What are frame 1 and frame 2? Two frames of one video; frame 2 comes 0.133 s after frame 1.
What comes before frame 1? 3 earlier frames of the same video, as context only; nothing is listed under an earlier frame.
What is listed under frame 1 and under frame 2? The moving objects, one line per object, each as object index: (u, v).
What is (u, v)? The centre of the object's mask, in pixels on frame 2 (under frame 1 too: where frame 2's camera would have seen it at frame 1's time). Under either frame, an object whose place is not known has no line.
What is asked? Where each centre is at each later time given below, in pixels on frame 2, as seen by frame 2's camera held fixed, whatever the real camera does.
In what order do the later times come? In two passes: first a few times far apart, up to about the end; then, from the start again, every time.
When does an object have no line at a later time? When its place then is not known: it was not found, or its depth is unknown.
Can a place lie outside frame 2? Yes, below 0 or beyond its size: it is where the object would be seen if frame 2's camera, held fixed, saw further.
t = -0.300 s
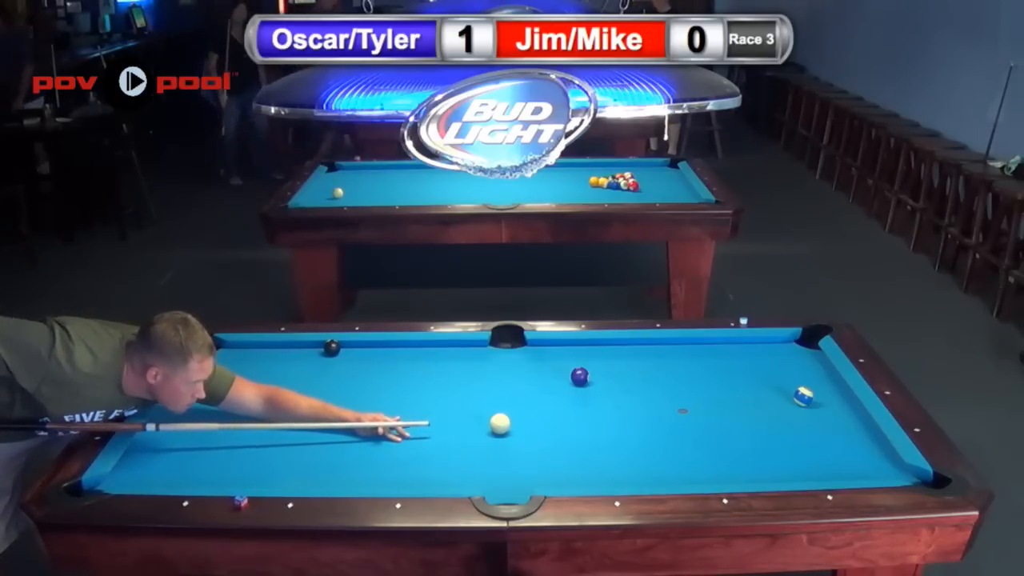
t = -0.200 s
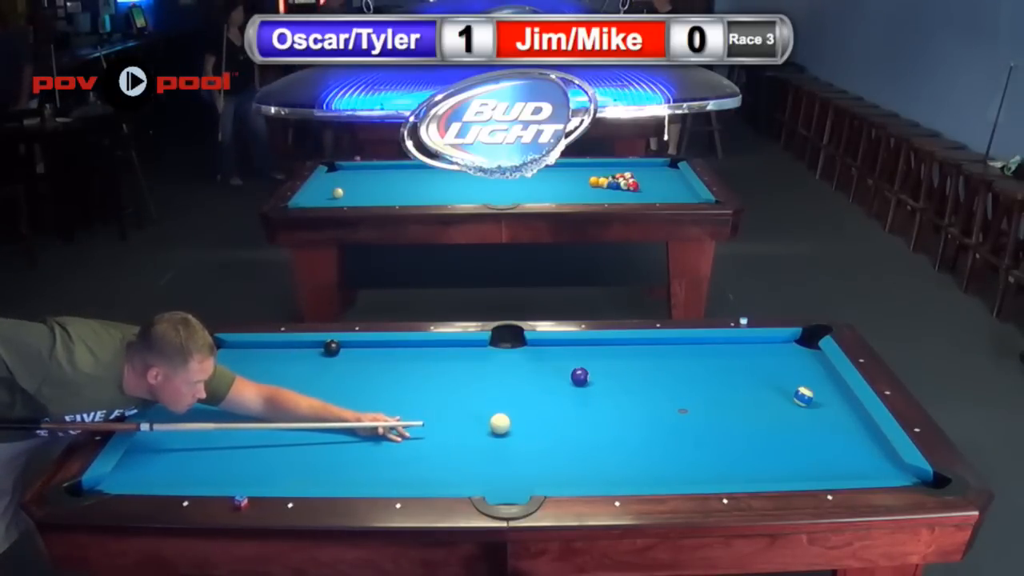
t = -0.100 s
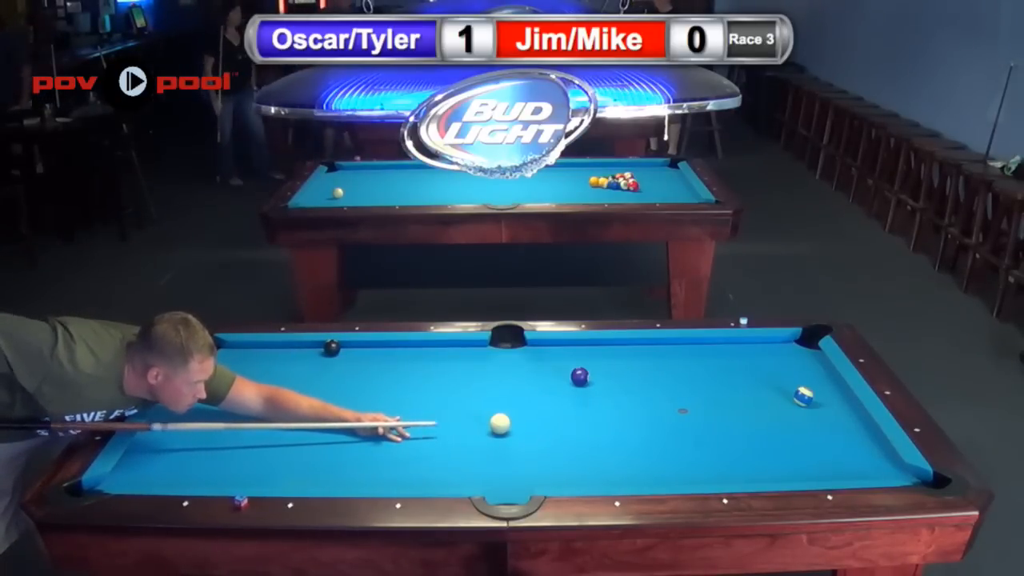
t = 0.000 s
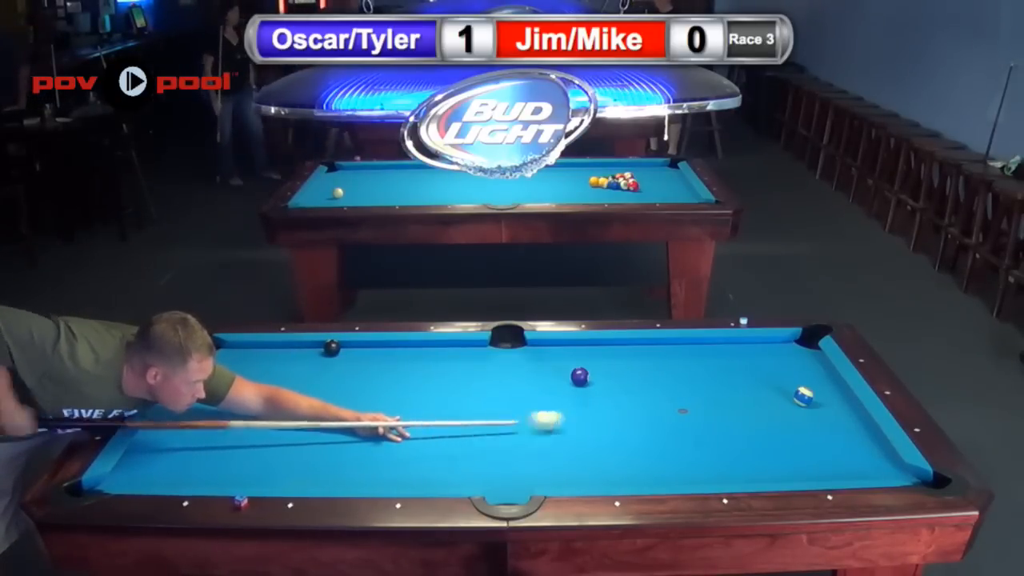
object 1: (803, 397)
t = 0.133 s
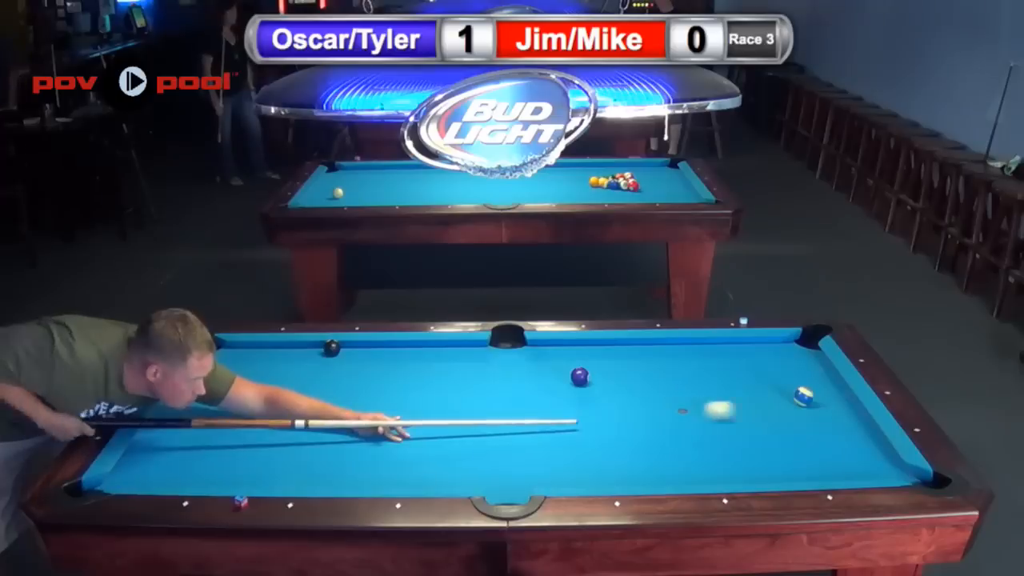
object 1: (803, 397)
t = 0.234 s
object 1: (803, 397)
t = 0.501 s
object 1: (721, 376)
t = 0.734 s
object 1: (651, 358)
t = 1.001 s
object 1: (583, 346)
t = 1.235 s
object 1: (540, 356)
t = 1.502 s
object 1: (493, 367)
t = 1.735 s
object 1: (452, 378)
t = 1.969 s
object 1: (410, 388)
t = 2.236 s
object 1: (361, 399)
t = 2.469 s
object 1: (318, 410)
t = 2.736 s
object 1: (270, 420)
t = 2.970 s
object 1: (227, 432)
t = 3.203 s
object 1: (186, 441)
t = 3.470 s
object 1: (143, 449)
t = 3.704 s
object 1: (147, 456)
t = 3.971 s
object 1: (164, 464)
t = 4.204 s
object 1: (179, 471)
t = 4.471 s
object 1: (196, 476)
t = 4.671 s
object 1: (206, 478)
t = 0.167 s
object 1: (803, 397)
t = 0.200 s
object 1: (804, 393)
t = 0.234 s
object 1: (803, 397)
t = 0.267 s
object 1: (803, 397)
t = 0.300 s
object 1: (802, 396)
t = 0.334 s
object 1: (788, 393)
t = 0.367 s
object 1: (773, 389)
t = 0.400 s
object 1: (758, 385)
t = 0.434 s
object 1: (745, 382)
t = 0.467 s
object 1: (734, 378)
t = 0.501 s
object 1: (721, 376)
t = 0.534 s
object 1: (713, 374)
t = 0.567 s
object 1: (701, 370)
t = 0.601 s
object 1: (693, 370)
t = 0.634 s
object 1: (681, 365)
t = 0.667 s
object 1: (670, 363)
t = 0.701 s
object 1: (662, 360)
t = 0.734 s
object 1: (651, 358)
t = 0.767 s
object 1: (642, 356)
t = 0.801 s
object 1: (632, 352)
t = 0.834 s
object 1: (622, 351)
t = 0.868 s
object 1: (614, 348)
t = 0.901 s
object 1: (603, 345)
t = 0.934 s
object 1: (595, 344)
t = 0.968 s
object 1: (587, 345)
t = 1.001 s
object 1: (583, 346)
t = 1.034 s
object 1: (577, 347)
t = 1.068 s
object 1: (571, 349)
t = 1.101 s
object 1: (566, 350)
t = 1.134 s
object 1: (558, 351)
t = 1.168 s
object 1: (554, 353)
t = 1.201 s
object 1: (547, 354)
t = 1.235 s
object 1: (540, 356)
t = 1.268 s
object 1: (537, 357)
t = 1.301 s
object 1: (529, 358)
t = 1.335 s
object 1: (523, 361)
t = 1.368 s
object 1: (518, 362)
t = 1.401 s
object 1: (511, 363)
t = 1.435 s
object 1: (506, 365)
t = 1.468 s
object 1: (500, 366)
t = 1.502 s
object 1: (493, 367)
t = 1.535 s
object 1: (488, 369)
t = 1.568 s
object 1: (482, 370)
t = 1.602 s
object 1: (475, 372)
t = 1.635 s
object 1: (470, 374)
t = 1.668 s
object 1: (464, 374)
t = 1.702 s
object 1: (456, 376)
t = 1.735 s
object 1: (452, 378)
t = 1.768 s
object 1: (446, 378)
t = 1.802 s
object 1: (439, 380)
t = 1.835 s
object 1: (434, 382)
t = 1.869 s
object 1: (428, 382)
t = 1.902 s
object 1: (421, 384)
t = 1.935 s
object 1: (415, 387)
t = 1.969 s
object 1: (410, 388)
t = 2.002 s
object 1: (404, 388)
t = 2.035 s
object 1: (396, 391)
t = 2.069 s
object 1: (392, 392)
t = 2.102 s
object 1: (385, 394)
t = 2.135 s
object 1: (378, 395)
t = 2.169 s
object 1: (373, 397)
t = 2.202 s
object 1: (367, 398)
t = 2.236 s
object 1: (361, 399)
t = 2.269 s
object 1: (353, 401)
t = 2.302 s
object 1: (348, 403)
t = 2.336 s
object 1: (342, 404)
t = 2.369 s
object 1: (336, 404)
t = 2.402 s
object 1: (329, 408)
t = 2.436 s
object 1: (324, 409)
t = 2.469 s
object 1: (318, 410)
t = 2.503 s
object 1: (311, 411)
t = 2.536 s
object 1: (305, 414)
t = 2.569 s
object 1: (301, 413)
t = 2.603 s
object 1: (293, 416)
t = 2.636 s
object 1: (287, 417)
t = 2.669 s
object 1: (280, 420)
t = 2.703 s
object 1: (275, 420)
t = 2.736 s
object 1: (270, 420)
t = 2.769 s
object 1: (263, 422)
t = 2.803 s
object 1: (256, 425)
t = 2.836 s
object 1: (252, 426)
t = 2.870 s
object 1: (245, 427)
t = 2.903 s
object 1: (240, 427)
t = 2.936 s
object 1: (234, 429)
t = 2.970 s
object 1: (227, 432)
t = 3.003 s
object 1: (221, 433)
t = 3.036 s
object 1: (215, 434)
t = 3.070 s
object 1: (210, 435)
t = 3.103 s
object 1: (204, 436)
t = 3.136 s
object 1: (200, 437)
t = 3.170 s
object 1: (192, 439)
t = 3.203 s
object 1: (186, 441)
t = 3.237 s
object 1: (181, 442)
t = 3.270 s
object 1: (174, 444)
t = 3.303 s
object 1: (171, 444)
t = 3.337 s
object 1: (165, 445)
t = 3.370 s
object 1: (160, 445)
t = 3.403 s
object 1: (154, 446)
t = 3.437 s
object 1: (149, 447)
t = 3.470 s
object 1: (143, 449)
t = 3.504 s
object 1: (137, 451)
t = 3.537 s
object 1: (135, 452)
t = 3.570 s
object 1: (139, 452)
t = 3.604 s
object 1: (141, 454)
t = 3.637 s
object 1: (142, 454)
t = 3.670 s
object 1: (144, 455)
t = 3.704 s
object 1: (147, 456)
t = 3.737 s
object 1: (149, 457)
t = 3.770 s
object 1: (151, 458)
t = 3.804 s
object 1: (154, 459)
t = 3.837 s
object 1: (157, 460)
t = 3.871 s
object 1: (159, 462)
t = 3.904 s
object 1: (159, 463)
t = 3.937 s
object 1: (162, 463)
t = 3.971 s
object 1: (164, 464)
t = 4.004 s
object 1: (167, 465)
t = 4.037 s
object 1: (169, 466)
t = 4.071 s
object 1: (171, 466)
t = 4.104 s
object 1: (173, 467)
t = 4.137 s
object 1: (175, 469)
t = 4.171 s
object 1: (177, 470)
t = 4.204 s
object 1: (179, 471)
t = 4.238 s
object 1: (180, 472)
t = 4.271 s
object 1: (182, 473)
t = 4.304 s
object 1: (184, 473)
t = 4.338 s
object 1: (187, 474)
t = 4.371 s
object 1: (189, 474)
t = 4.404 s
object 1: (191, 475)
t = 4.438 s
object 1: (194, 475)
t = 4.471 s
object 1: (196, 476)
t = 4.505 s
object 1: (198, 477)
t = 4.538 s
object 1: (199, 478)
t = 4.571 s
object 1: (201, 478)
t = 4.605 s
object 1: (202, 479)
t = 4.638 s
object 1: (204, 478)
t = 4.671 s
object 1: (206, 478)
